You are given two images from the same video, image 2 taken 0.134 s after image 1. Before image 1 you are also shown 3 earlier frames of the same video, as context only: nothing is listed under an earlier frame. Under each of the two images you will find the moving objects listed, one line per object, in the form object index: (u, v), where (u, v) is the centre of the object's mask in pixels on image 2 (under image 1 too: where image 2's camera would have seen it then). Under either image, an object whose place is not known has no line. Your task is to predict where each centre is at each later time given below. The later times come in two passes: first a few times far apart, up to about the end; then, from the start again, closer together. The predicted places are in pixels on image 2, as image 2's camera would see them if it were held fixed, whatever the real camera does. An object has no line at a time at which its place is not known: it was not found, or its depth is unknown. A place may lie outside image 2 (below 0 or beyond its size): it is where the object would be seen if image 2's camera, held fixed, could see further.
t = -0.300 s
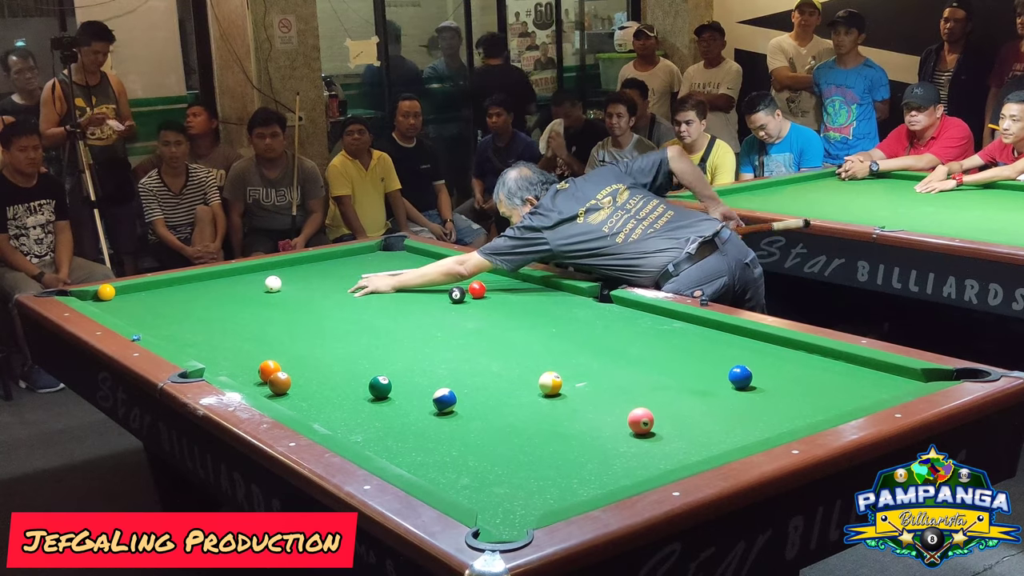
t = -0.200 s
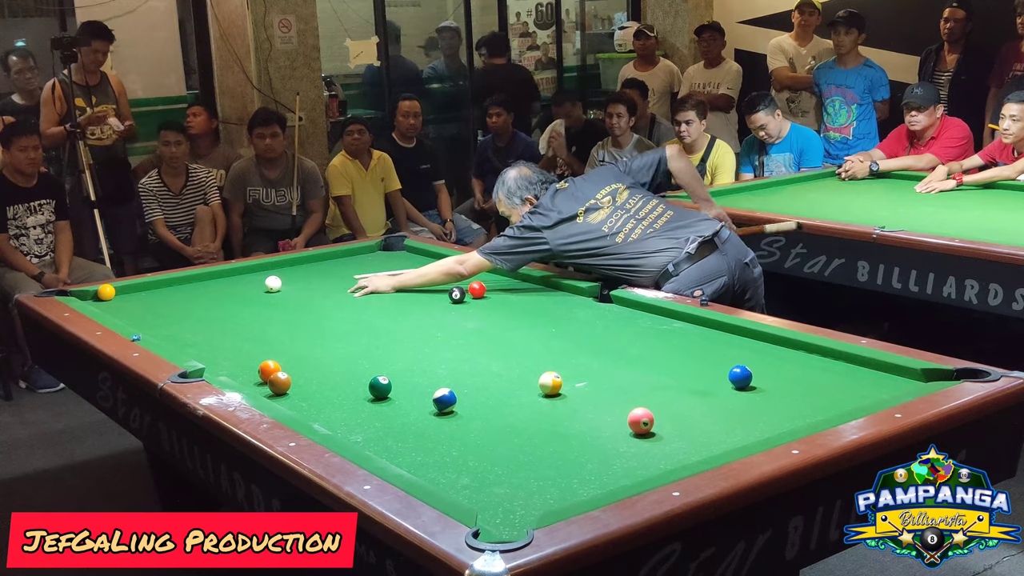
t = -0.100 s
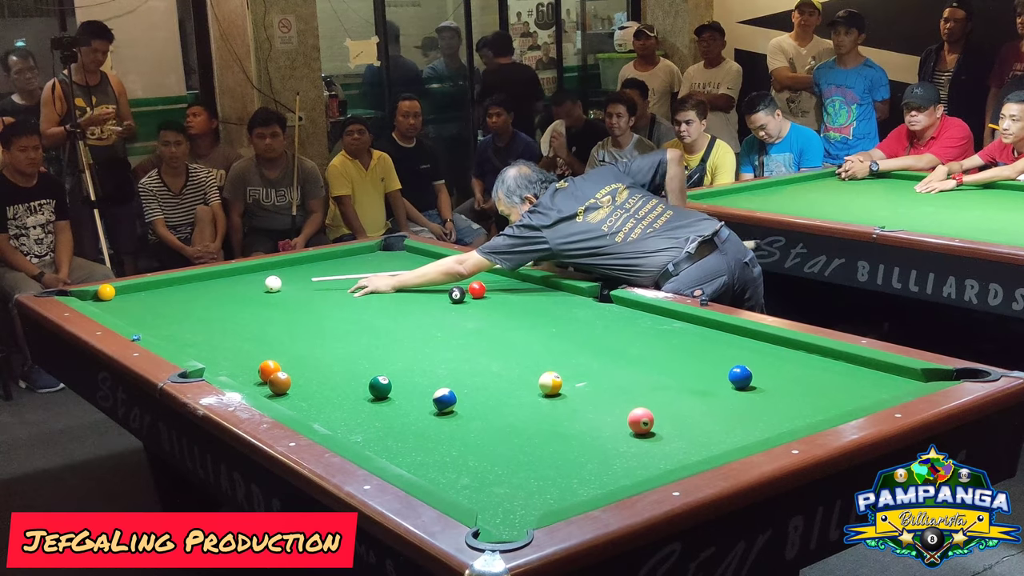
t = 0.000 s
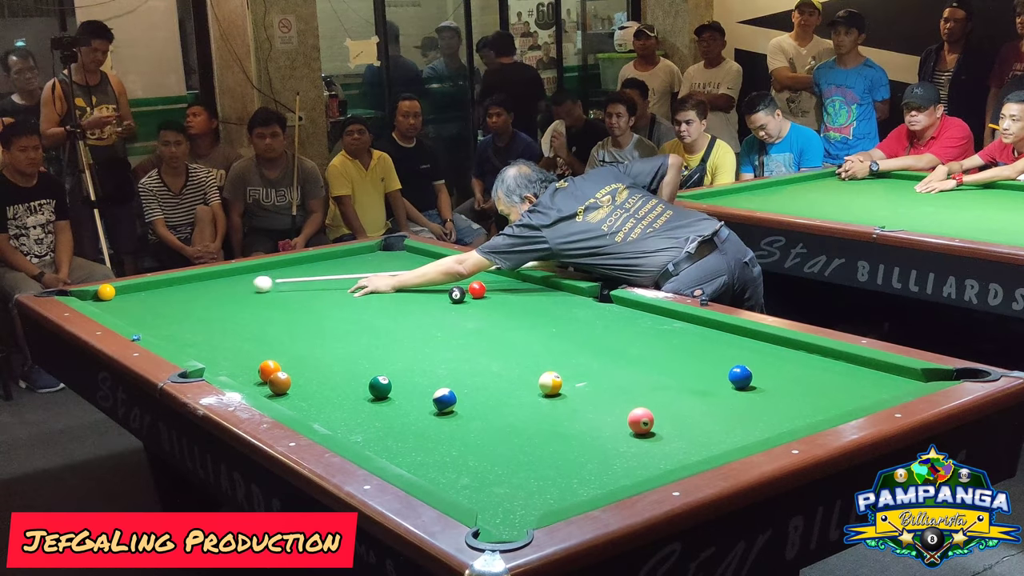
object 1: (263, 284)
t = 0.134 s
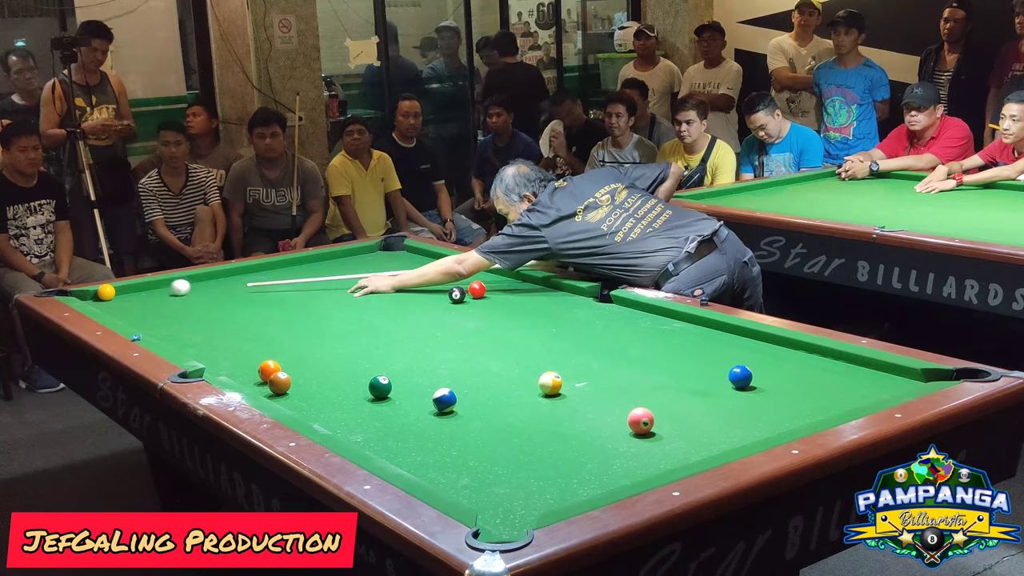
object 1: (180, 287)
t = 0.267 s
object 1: (122, 290)
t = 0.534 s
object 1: (120, 300)
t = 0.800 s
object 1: (115, 310)
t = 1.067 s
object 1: (127, 316)
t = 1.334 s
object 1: (145, 321)
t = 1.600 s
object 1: (166, 324)
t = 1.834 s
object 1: (182, 327)
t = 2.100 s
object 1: (200, 331)
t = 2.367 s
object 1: (217, 333)
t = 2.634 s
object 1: (233, 336)
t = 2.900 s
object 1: (247, 338)
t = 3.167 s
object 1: (261, 340)
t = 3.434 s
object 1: (272, 342)
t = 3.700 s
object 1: (282, 344)
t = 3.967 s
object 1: (289, 345)
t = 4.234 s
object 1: (295, 346)
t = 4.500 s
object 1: (299, 347)
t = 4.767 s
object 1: (302, 348)
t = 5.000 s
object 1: (303, 348)
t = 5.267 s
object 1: (303, 348)
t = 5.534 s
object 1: (303, 348)
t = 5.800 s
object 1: (303, 348)
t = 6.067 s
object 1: (303, 348)
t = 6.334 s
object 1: (303, 348)
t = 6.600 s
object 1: (303, 348)
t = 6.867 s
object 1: (303, 348)
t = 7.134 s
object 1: (303, 348)
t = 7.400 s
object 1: (303, 348)
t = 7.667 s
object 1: (303, 348)
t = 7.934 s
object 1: (303, 348)
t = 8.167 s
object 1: (303, 348)
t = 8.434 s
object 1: (303, 348)
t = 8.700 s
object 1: (303, 348)
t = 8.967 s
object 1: (303, 348)
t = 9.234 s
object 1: (303, 348)
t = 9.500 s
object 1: (303, 348)
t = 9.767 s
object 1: (303, 348)
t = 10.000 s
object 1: (303, 348)
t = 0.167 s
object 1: (163, 288)
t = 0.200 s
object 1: (145, 289)
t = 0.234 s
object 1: (128, 289)
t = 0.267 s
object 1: (122, 290)
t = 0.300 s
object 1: (124, 291)
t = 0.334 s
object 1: (124, 292)
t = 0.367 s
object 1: (124, 293)
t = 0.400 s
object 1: (123, 294)
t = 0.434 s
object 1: (123, 296)
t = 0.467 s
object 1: (122, 297)
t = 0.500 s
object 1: (121, 298)
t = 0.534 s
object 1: (120, 300)
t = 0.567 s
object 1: (120, 301)
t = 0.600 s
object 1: (119, 302)
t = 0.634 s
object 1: (118, 304)
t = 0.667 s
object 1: (117, 305)
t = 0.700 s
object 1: (117, 306)
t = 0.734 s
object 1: (116, 308)
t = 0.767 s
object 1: (116, 309)
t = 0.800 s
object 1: (115, 310)
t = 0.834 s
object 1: (114, 311)
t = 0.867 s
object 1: (114, 312)
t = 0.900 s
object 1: (114, 313)
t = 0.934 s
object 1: (116, 313)
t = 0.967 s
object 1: (119, 314)
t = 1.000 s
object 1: (121, 314)
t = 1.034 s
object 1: (124, 315)
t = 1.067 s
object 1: (127, 316)
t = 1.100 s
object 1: (129, 317)
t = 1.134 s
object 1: (131, 318)
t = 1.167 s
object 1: (134, 318)
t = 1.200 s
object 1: (135, 318)
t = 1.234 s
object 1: (137, 319)
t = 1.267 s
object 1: (140, 319)
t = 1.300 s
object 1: (142, 320)
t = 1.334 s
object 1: (145, 321)
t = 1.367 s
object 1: (147, 321)
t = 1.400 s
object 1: (150, 322)
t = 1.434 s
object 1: (154, 322)
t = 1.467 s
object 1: (156, 323)
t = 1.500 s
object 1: (158, 323)
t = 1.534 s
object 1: (161, 324)
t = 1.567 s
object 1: (163, 324)
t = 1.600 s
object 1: (166, 324)
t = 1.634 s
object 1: (168, 325)
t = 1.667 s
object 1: (171, 325)
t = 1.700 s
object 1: (173, 326)
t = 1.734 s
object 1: (175, 326)
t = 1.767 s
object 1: (177, 327)
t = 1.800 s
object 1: (180, 327)
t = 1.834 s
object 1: (182, 327)
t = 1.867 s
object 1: (184, 328)
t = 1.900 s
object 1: (186, 328)
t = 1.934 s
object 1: (189, 329)
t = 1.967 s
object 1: (191, 329)
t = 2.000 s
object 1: (193, 329)
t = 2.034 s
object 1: (195, 330)
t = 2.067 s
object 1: (198, 330)
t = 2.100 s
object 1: (200, 331)
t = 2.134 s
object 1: (202, 331)
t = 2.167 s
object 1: (204, 331)
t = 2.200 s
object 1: (206, 332)
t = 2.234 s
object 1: (208, 332)
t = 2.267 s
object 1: (210, 333)
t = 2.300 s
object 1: (213, 333)
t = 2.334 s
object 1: (215, 333)
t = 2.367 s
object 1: (217, 333)
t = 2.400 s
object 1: (219, 334)
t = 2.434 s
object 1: (221, 334)
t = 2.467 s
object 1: (223, 335)
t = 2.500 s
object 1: (225, 335)
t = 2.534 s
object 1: (227, 335)
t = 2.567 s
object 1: (229, 335)
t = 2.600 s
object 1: (231, 336)
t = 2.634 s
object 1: (233, 336)
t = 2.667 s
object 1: (235, 336)
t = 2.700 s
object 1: (236, 337)
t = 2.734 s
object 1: (238, 337)
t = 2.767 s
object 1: (240, 337)
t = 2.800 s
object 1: (242, 338)
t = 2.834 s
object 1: (244, 338)
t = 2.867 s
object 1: (245, 338)
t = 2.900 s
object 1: (247, 338)
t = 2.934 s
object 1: (249, 339)
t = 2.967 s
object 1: (251, 339)
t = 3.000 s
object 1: (252, 339)
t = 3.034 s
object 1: (254, 339)
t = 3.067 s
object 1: (255, 340)
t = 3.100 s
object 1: (257, 340)
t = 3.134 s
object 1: (259, 340)
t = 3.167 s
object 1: (261, 340)
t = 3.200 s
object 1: (262, 341)
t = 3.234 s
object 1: (264, 341)
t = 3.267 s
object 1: (265, 341)
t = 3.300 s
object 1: (266, 341)
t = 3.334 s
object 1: (268, 341)
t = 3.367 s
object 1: (269, 342)
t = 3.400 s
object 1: (270, 342)
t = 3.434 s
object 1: (272, 342)
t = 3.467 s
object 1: (273, 343)
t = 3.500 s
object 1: (274, 343)
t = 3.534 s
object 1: (276, 343)
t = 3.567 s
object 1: (277, 343)
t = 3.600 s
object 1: (278, 343)
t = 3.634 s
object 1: (279, 344)
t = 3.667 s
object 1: (280, 344)
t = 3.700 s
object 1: (282, 344)
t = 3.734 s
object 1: (283, 344)
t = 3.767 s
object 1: (284, 344)
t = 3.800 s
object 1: (285, 344)
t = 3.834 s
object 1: (286, 345)
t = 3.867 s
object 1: (287, 345)
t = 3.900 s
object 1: (288, 345)
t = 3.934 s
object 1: (288, 345)
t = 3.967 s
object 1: (289, 345)
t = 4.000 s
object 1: (290, 345)
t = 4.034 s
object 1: (290, 345)
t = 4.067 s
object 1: (291, 346)
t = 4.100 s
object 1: (292, 346)
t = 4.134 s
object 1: (293, 346)
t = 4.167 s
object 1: (294, 346)
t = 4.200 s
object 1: (294, 346)
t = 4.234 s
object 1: (295, 346)
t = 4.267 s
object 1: (295, 346)
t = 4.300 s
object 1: (296, 346)
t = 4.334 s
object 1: (297, 347)
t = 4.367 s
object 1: (298, 347)
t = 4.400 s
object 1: (298, 347)
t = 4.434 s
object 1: (299, 347)
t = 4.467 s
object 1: (299, 347)
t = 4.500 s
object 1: (299, 347)
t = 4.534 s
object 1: (300, 347)
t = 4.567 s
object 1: (300, 347)
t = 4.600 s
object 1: (301, 347)
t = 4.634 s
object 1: (301, 347)
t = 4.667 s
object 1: (301, 347)
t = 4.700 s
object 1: (301, 348)
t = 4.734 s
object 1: (302, 347)
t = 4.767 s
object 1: (302, 348)
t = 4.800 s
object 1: (302, 348)
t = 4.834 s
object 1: (303, 348)
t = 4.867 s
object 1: (303, 348)
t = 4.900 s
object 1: (303, 348)
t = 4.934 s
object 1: (303, 348)
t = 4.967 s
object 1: (303, 348)
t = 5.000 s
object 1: (303, 348)
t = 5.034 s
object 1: (303, 348)
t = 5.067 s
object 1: (303, 348)
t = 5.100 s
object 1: (303, 348)
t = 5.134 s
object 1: (303, 348)
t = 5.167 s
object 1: (303, 348)
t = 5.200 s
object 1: (303, 348)
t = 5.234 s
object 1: (303, 348)
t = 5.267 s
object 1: (303, 348)
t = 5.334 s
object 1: (303, 348)
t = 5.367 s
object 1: (303, 348)
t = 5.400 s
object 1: (303, 348)
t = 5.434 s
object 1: (303, 348)
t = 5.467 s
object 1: (303, 348)
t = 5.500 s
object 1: (303, 348)
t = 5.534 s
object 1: (303, 348)
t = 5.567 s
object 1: (303, 348)
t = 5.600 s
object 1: (303, 348)
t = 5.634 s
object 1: (303, 348)
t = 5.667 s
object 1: (303, 348)
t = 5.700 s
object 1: (303, 348)
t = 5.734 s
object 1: (303, 348)
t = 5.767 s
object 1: (303, 348)
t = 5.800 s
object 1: (303, 348)
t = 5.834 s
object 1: (303, 348)
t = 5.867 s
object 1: (303, 348)
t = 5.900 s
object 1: (303, 348)
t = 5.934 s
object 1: (303, 348)
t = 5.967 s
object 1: (303, 348)
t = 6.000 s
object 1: (303, 348)
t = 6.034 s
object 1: (303, 348)
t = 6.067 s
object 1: (303, 348)
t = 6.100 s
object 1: (303, 348)
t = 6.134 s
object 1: (303, 348)
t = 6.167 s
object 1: (303, 348)
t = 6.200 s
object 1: (303, 348)
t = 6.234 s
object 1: (303, 348)
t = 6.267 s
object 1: (303, 348)
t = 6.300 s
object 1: (303, 348)
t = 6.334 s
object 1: (303, 348)
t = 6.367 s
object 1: (303, 348)
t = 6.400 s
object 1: (303, 348)
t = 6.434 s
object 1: (303, 348)
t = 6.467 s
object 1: (303, 348)
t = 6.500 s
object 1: (303, 348)
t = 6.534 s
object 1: (303, 348)
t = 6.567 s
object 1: (303, 348)
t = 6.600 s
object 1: (303, 348)
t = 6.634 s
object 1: (303, 348)
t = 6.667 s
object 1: (303, 348)
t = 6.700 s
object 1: (303, 348)
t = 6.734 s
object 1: (303, 348)
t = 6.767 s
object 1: (303, 348)
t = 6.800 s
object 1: (303, 348)
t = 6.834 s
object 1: (303, 348)
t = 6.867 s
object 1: (303, 348)
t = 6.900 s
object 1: (303, 348)
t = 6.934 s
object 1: (303, 348)
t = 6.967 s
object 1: (303, 348)
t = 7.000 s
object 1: (303, 348)
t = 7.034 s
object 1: (303, 348)
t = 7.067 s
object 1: (303, 348)
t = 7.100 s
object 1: (303, 348)
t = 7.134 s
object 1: (303, 348)
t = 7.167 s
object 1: (303, 348)
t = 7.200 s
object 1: (303, 348)
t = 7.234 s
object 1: (303, 348)
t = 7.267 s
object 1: (303, 348)
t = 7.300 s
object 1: (303, 348)
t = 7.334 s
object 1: (303, 348)
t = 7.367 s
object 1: (303, 348)
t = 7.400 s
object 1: (303, 348)
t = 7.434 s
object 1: (303, 348)
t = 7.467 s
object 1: (303, 348)
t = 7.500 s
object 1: (303, 348)
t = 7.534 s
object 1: (303, 348)
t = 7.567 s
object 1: (303, 348)
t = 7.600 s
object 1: (303, 348)
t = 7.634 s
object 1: (303, 348)
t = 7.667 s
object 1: (303, 348)
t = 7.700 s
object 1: (303, 348)
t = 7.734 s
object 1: (303, 348)
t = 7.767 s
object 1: (303, 348)
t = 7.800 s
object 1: (303, 348)
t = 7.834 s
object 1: (303, 348)
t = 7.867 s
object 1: (303, 348)
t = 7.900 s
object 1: (303, 348)
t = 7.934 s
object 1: (303, 348)
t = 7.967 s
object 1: (303, 348)
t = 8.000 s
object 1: (303, 348)
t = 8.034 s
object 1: (303, 348)
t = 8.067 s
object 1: (303, 348)
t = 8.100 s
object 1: (303, 348)
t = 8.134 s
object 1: (303, 348)
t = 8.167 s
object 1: (303, 348)
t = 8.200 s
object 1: (303, 348)
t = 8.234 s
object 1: (303, 348)
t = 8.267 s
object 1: (303, 348)
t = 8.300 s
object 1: (303, 348)
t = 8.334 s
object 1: (303, 348)
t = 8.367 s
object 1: (303, 348)
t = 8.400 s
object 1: (303, 348)
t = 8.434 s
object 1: (303, 348)
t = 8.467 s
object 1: (303, 348)
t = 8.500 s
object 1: (303, 348)
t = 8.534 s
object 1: (303, 348)
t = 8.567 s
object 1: (303, 348)
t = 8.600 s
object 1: (303, 348)
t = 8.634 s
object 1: (303, 348)
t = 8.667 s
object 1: (303, 348)
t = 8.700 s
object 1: (303, 348)
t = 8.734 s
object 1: (303, 348)
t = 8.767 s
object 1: (303, 348)
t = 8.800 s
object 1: (303, 348)
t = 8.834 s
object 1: (303, 348)
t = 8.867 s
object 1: (303, 348)
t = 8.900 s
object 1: (303, 348)
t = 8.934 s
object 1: (303, 348)
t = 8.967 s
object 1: (303, 348)
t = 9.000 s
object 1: (303, 348)
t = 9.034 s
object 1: (303, 348)
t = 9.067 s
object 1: (303, 348)
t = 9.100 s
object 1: (303, 348)
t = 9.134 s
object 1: (303, 348)
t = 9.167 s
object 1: (303, 348)
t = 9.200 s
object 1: (303, 348)
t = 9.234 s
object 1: (303, 348)
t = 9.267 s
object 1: (303, 348)
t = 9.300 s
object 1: (303, 348)
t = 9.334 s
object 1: (303, 348)
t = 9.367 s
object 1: (303, 348)
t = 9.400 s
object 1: (303, 348)
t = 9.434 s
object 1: (303, 348)
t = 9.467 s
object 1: (303, 348)
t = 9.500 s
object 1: (303, 348)
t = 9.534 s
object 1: (303, 348)
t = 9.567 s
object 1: (303, 348)
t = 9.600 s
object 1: (303, 348)
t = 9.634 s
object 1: (303, 348)
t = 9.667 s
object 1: (303, 348)
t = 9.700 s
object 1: (303, 348)
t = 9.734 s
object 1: (303, 348)
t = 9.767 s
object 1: (303, 348)
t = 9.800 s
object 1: (303, 348)
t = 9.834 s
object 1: (303, 348)
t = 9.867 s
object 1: (303, 348)
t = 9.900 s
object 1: (303, 348)
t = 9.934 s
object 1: (303, 348)
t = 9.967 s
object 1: (303, 348)
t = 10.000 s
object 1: (303, 348)
